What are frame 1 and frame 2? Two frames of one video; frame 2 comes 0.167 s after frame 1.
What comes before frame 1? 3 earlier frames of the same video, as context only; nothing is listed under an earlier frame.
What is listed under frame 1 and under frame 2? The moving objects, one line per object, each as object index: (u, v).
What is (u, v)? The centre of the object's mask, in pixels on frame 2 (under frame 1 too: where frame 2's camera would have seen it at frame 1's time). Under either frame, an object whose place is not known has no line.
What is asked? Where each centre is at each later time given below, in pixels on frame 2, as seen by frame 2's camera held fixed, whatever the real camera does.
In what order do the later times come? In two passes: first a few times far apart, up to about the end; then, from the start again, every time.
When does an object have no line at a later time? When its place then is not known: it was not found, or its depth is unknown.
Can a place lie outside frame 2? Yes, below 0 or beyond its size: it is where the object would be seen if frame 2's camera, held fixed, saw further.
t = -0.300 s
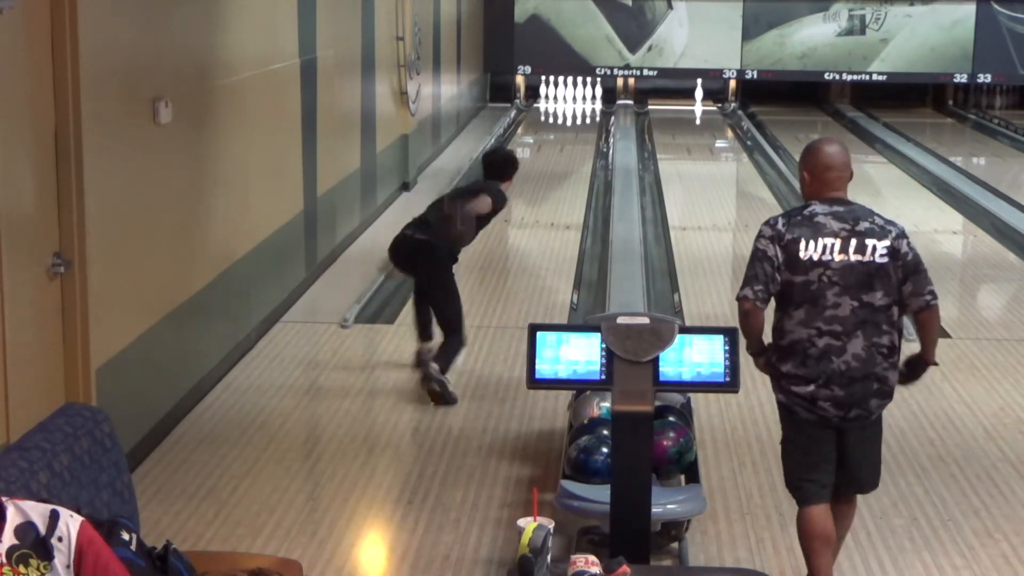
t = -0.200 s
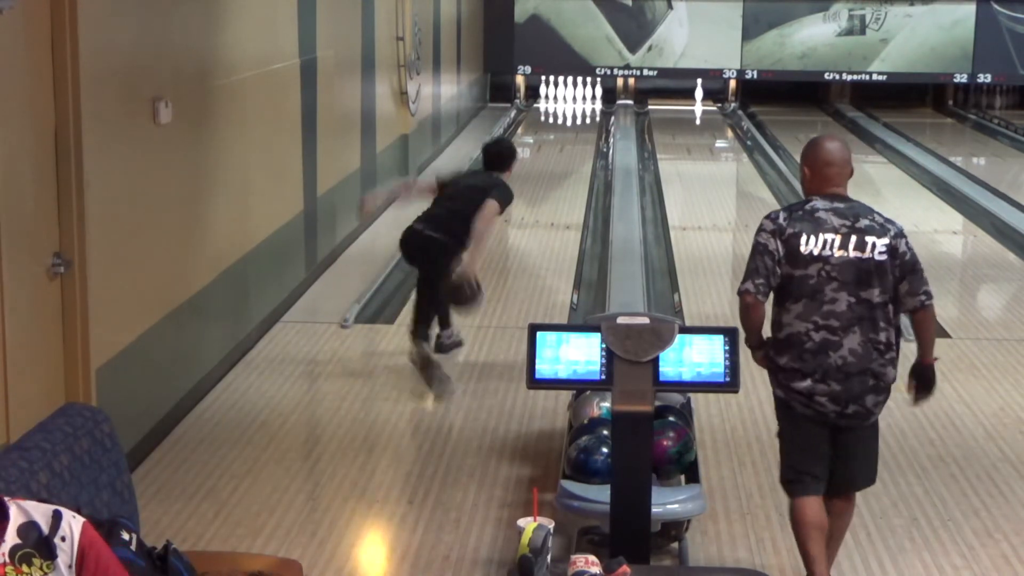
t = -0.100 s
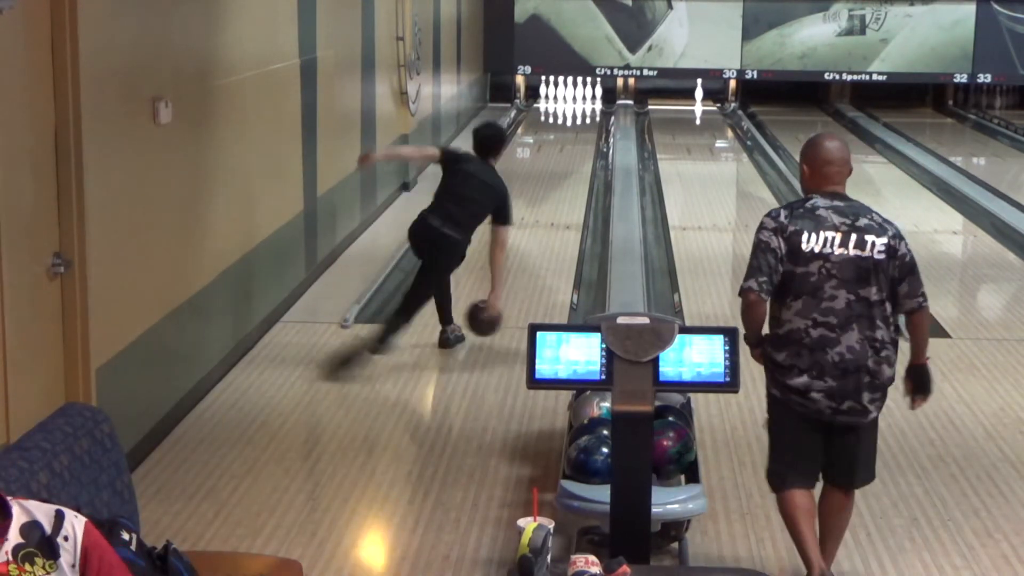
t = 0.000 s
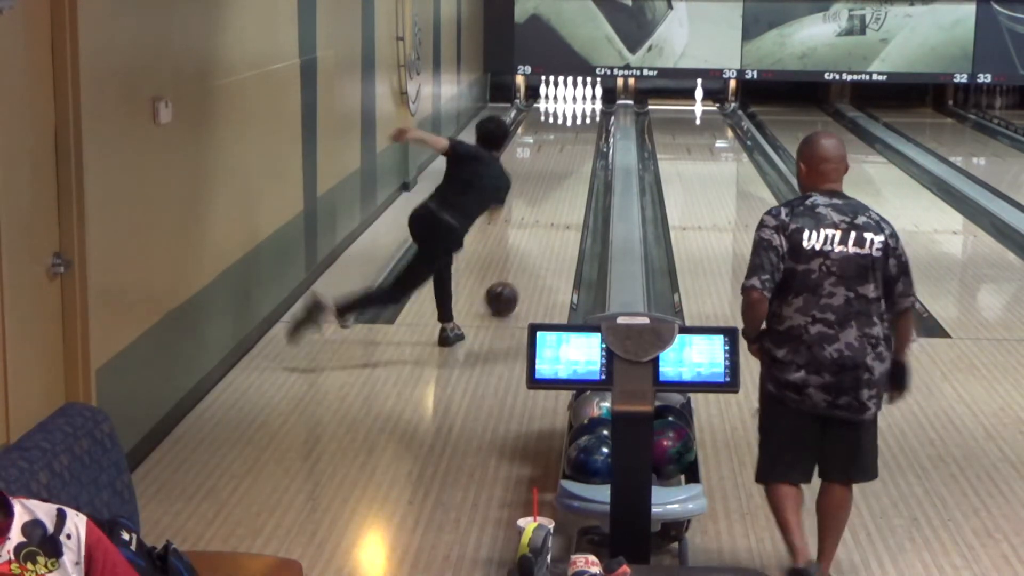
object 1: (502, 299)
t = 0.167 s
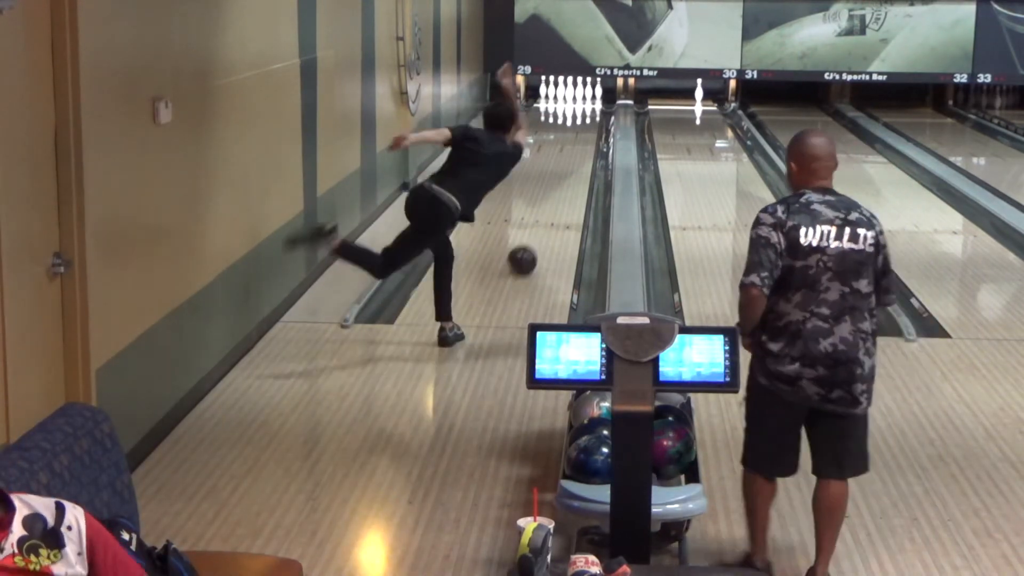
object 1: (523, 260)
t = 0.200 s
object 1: (526, 253)
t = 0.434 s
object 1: (546, 213)
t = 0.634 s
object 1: (558, 186)
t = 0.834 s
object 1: (568, 166)
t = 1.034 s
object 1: (574, 148)
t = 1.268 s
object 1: (579, 132)
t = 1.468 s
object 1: (581, 120)
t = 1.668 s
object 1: (581, 110)
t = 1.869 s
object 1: (579, 101)
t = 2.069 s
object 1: (579, 94)
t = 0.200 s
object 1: (526, 253)
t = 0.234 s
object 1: (529, 247)
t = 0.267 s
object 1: (532, 240)
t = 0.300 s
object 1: (535, 235)
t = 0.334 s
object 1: (538, 229)
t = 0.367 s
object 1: (541, 223)
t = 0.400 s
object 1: (543, 218)
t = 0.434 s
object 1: (546, 213)
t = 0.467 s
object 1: (548, 208)
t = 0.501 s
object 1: (550, 204)
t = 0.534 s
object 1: (552, 199)
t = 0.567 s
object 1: (554, 194)
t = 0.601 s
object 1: (556, 190)
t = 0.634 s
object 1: (558, 186)
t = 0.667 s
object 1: (560, 183)
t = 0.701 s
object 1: (562, 179)
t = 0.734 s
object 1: (563, 175)
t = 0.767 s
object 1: (565, 172)
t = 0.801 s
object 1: (566, 169)
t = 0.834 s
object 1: (568, 166)
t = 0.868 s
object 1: (569, 163)
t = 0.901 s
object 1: (571, 160)
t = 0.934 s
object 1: (573, 156)
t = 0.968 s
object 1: (572, 154)
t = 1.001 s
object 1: (573, 151)
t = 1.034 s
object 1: (574, 148)
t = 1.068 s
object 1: (575, 145)
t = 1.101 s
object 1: (576, 143)
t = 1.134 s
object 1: (577, 140)
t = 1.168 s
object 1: (577, 138)
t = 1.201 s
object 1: (578, 136)
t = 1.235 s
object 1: (579, 134)
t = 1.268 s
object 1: (579, 132)
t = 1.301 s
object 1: (579, 130)
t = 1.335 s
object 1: (579, 127)
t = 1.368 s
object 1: (580, 125)
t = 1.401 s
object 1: (581, 124)
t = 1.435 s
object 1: (581, 121)
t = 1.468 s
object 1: (581, 120)
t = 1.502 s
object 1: (581, 118)
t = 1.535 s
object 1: (581, 117)
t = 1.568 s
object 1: (581, 115)
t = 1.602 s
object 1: (581, 113)
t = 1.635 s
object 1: (581, 112)
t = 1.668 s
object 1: (581, 110)
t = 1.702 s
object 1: (581, 109)
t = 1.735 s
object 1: (580, 107)
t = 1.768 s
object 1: (580, 106)
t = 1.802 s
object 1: (579, 104)
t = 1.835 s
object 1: (579, 102)
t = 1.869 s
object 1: (579, 101)
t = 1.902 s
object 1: (578, 100)
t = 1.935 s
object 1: (578, 99)
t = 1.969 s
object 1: (577, 97)
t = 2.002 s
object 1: (577, 97)
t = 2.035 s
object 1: (577, 96)
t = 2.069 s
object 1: (579, 94)
